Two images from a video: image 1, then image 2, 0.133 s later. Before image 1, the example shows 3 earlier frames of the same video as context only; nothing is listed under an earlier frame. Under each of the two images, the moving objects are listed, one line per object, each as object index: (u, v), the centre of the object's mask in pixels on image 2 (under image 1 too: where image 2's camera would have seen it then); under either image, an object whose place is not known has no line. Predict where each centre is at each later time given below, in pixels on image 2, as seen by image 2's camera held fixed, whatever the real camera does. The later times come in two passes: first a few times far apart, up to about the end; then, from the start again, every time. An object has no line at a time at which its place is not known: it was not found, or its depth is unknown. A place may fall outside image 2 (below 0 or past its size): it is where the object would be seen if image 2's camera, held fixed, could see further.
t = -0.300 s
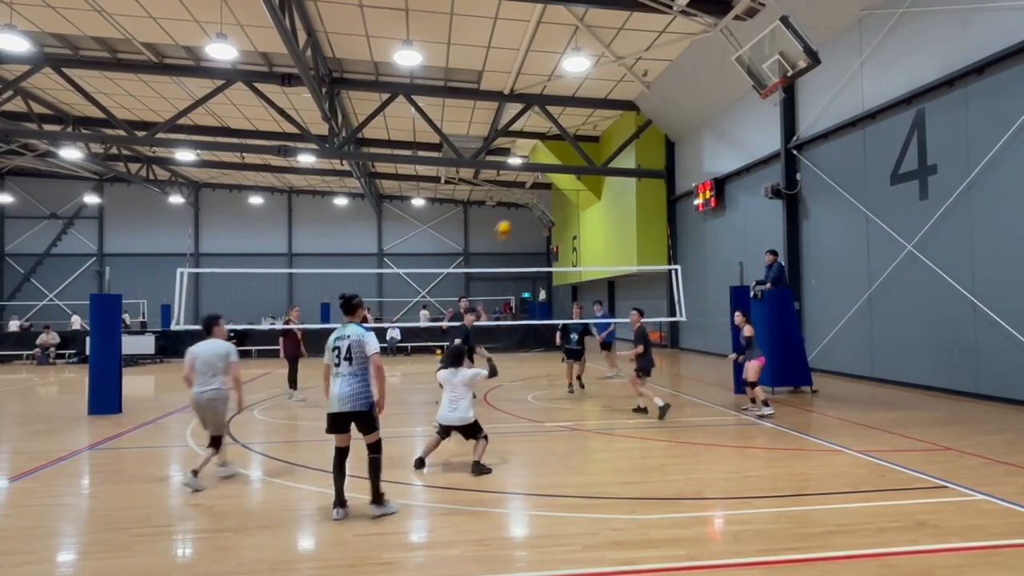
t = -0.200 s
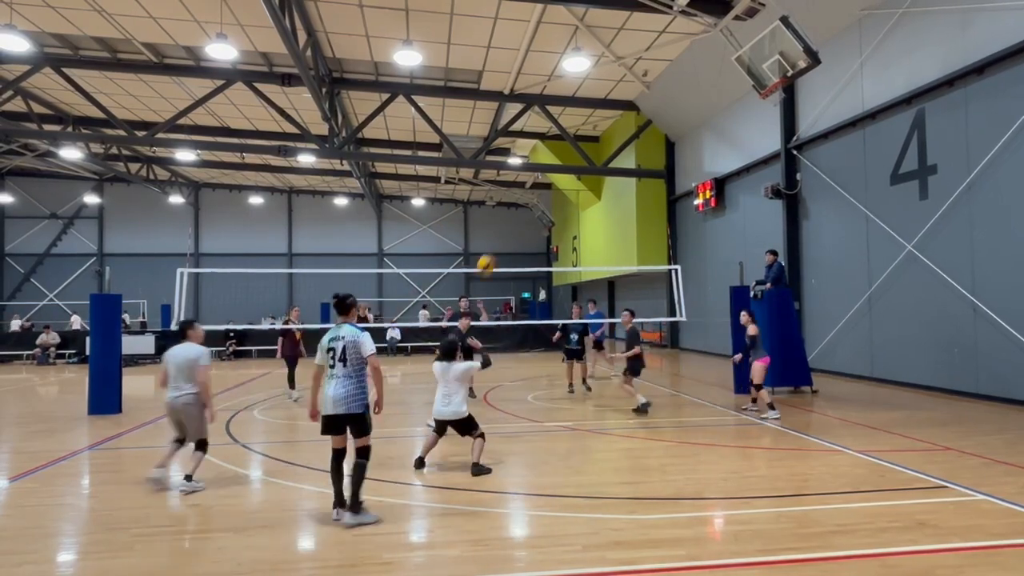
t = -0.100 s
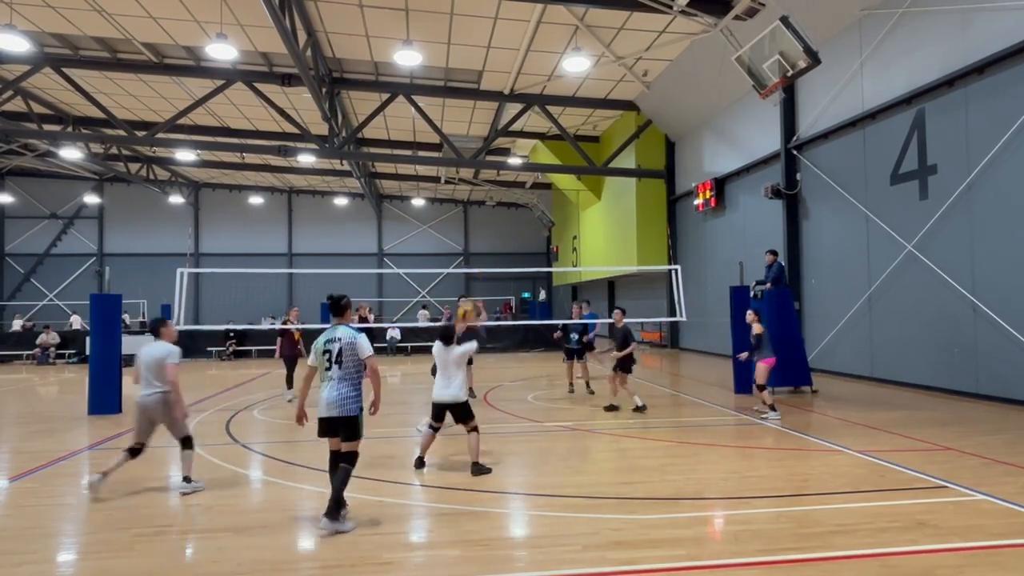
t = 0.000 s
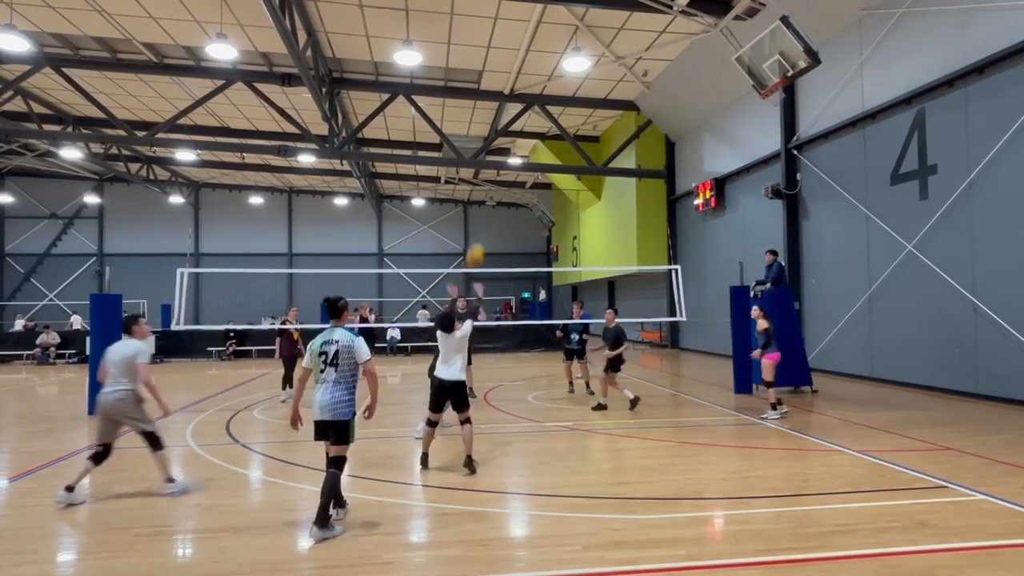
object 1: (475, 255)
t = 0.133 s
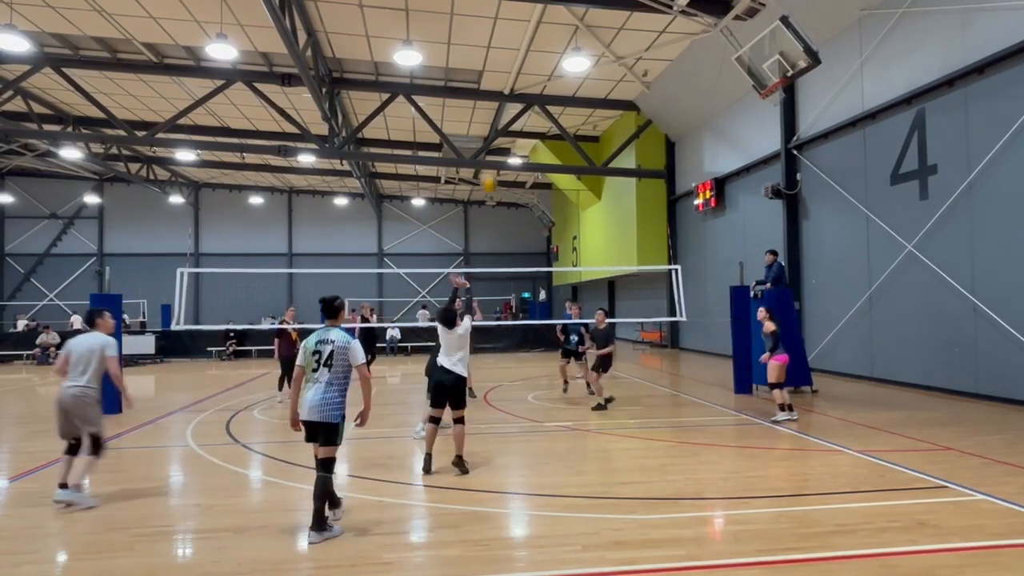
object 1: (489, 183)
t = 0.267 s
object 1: (501, 131)
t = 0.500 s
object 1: (519, 86)
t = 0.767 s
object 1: (538, 85)
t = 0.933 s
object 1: (546, 106)
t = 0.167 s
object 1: (492, 169)
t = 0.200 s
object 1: (494, 154)
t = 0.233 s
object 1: (498, 143)
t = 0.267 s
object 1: (501, 131)
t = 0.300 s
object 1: (504, 122)
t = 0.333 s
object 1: (506, 112)
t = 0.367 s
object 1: (510, 104)
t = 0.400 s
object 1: (512, 98)
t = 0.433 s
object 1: (515, 94)
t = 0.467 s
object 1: (517, 89)
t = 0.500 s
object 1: (519, 86)
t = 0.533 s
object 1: (522, 83)
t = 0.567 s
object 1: (525, 81)
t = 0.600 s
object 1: (528, 79)
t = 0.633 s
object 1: (529, 79)
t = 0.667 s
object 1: (531, 80)
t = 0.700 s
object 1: (534, 81)
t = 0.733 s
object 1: (536, 82)
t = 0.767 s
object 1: (538, 85)
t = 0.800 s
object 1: (540, 87)
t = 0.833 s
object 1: (542, 91)
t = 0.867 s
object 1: (544, 95)
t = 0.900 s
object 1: (545, 100)
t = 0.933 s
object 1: (546, 106)
